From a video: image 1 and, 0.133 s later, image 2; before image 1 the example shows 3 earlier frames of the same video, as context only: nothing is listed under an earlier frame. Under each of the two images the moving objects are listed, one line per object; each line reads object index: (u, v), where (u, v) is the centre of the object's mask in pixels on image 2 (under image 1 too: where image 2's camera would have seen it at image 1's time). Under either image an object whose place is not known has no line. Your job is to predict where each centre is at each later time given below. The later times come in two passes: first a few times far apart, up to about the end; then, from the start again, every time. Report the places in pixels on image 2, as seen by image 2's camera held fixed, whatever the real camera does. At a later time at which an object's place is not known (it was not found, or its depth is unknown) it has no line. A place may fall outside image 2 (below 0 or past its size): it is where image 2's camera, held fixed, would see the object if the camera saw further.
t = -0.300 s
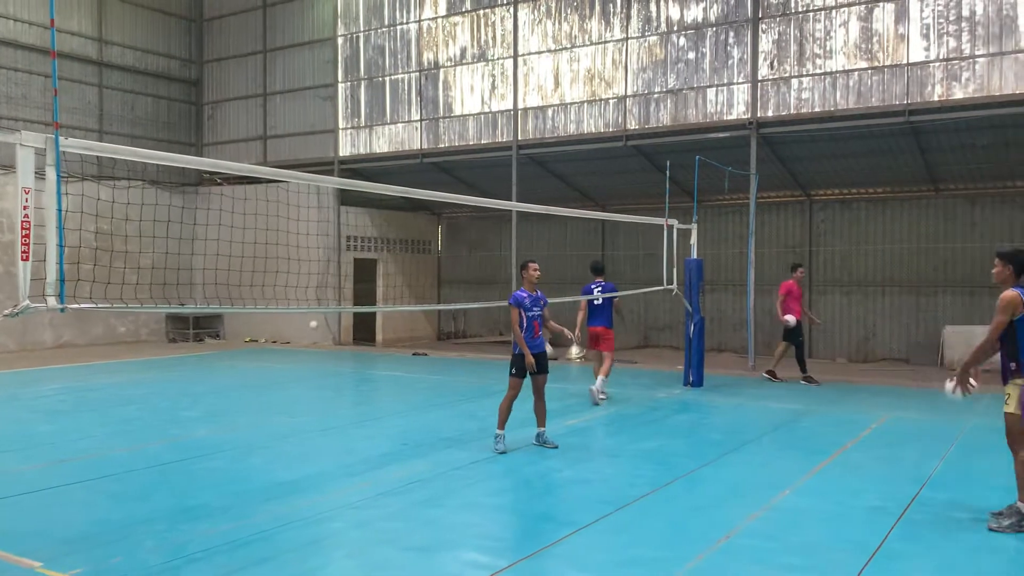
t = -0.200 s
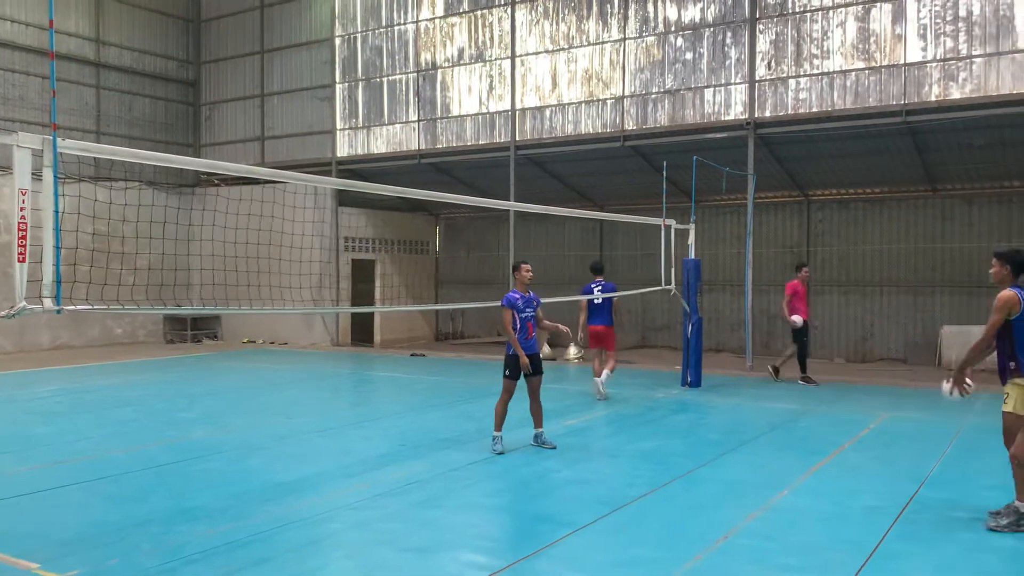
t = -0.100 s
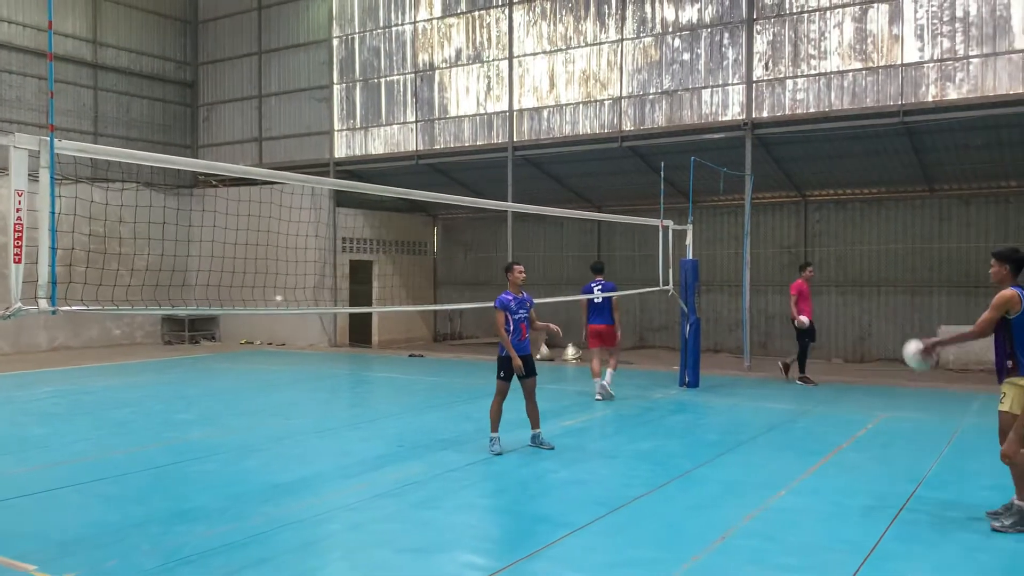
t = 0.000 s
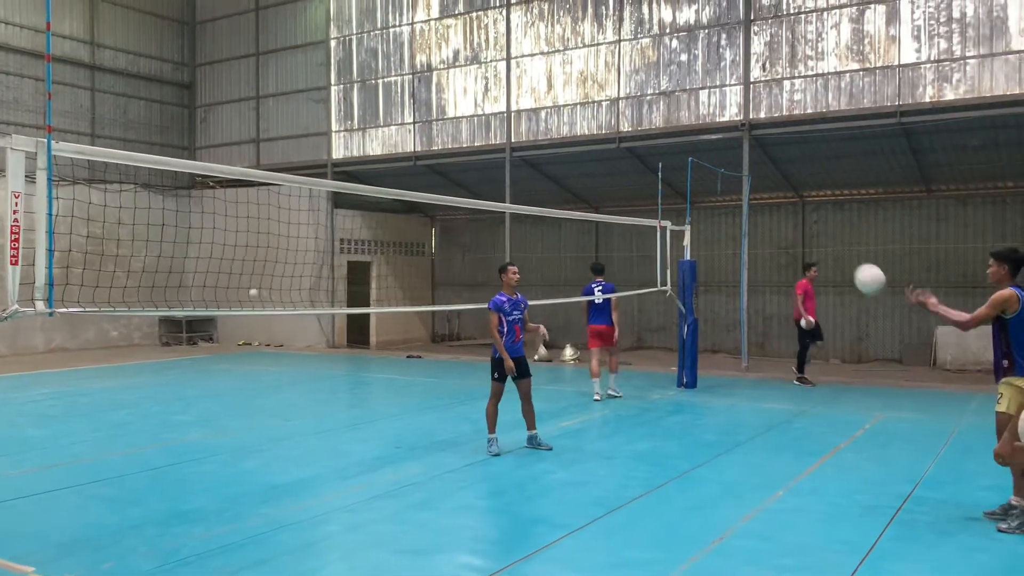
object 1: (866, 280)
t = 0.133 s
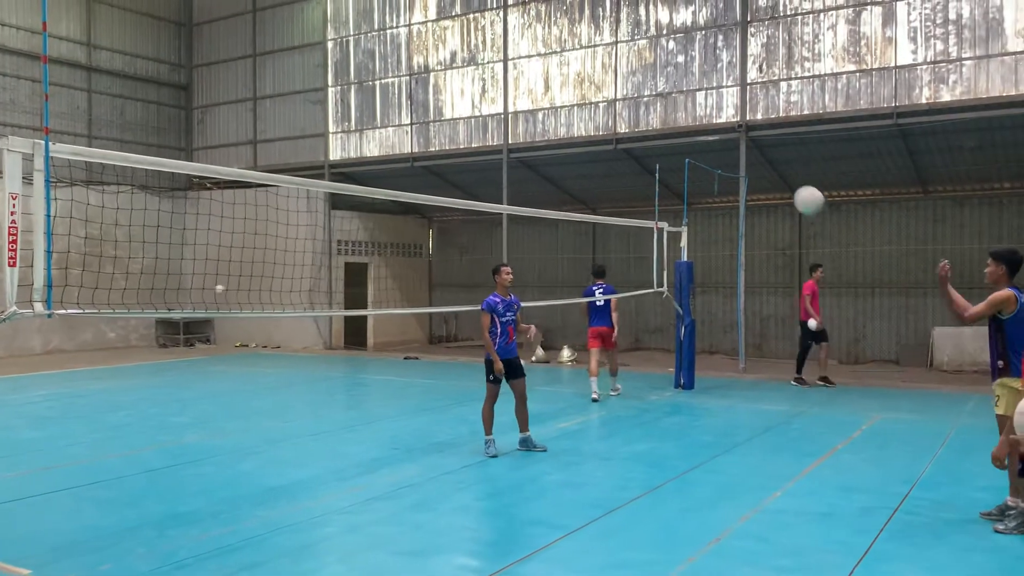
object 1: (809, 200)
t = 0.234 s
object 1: (768, 159)
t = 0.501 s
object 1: (672, 116)
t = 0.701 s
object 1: (608, 139)
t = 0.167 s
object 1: (795, 185)
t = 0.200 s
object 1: (781, 171)
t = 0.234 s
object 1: (768, 159)
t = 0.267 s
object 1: (756, 149)
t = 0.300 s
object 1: (743, 139)
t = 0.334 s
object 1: (731, 133)
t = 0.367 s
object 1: (718, 126)
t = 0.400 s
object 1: (707, 122)
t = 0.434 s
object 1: (695, 119)
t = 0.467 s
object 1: (682, 117)
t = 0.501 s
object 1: (672, 116)
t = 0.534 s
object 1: (662, 116)
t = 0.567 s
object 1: (651, 119)
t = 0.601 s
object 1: (639, 122)
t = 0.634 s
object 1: (630, 127)
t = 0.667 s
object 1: (620, 132)
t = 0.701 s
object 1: (608, 139)
